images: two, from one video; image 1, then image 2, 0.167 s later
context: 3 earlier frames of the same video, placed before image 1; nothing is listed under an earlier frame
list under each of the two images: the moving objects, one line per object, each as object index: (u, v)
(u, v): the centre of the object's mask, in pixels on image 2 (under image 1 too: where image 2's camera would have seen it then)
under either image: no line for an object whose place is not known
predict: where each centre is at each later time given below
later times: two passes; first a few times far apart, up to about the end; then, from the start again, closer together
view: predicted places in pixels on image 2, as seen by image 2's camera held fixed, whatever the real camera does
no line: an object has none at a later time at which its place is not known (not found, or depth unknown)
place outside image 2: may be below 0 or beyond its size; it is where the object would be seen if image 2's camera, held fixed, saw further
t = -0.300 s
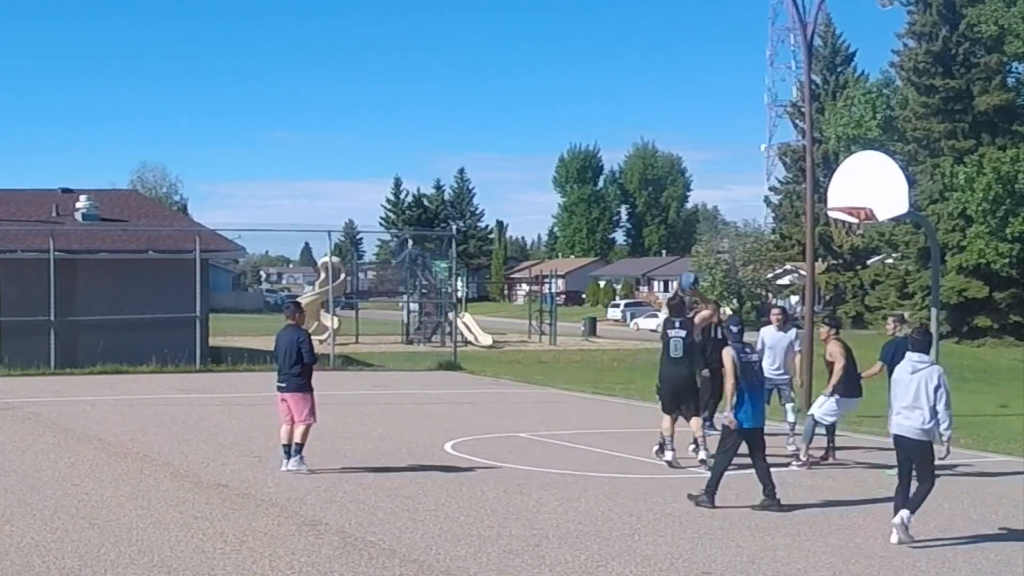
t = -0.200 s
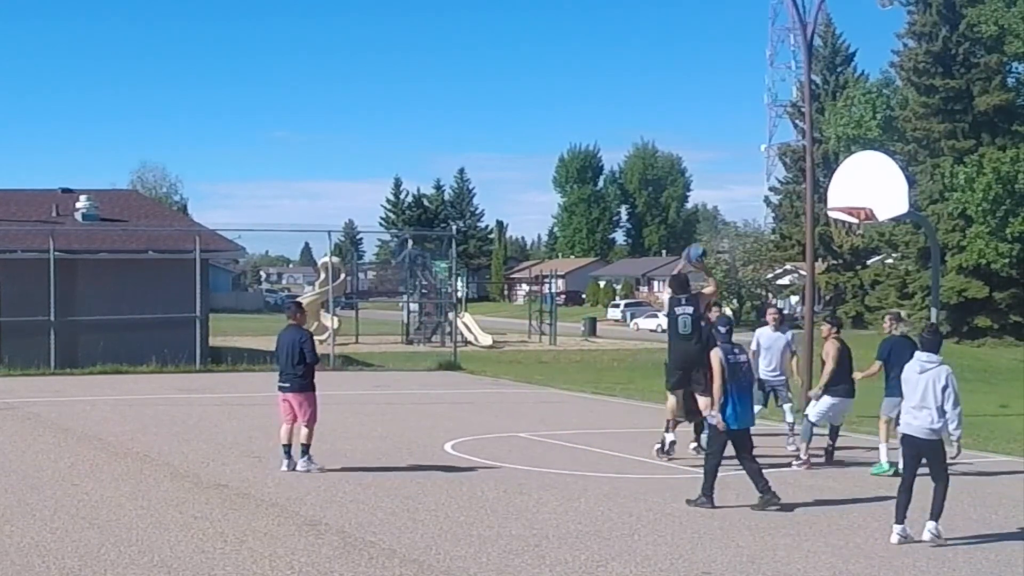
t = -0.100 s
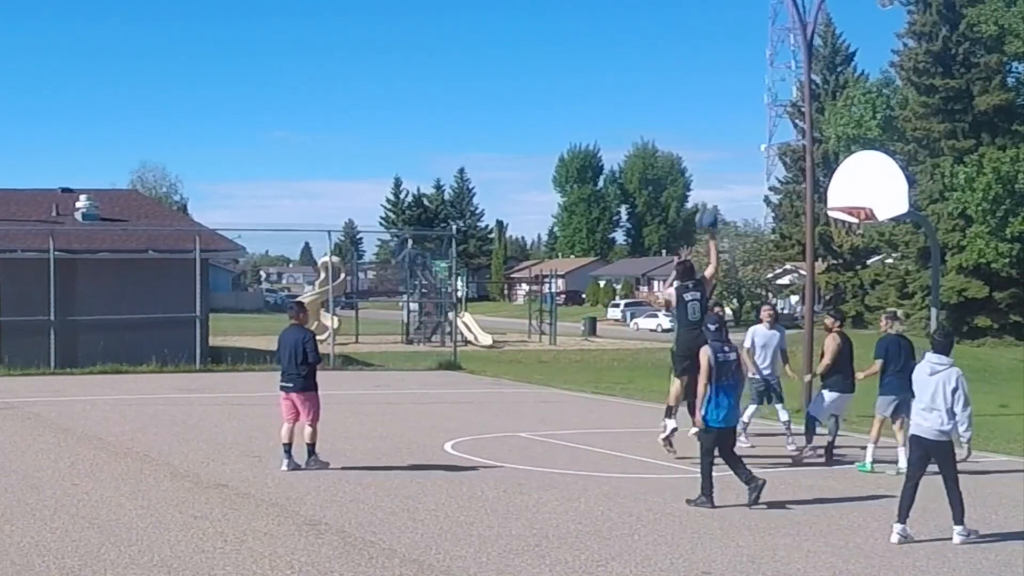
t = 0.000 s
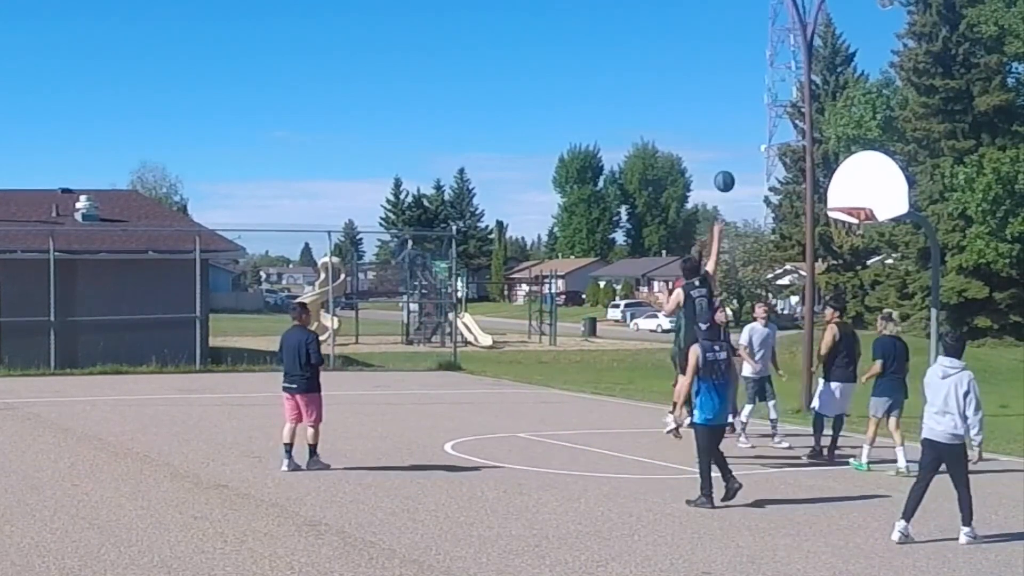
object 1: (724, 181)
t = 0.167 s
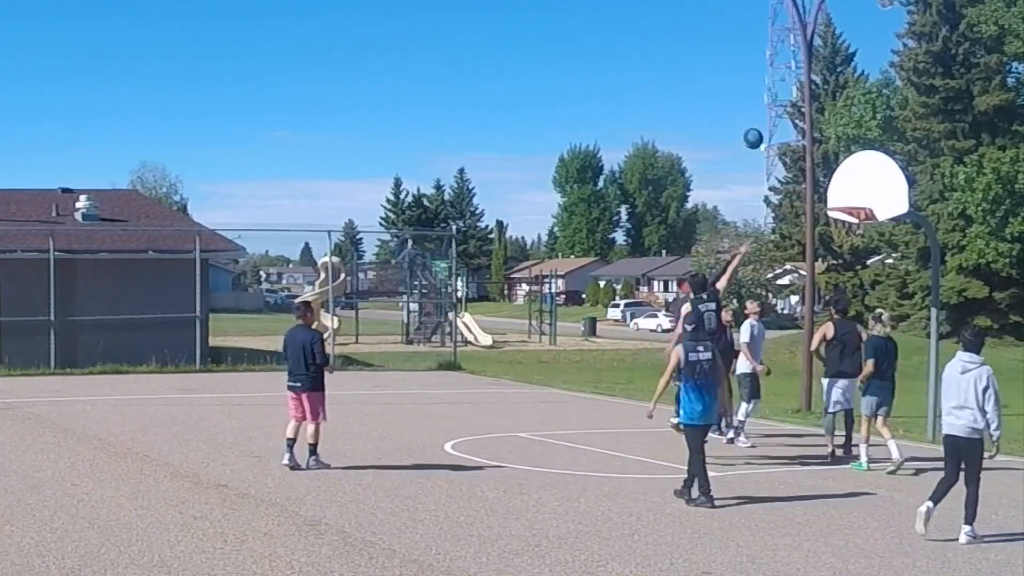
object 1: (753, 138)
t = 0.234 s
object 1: (764, 130)
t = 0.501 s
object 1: (806, 131)
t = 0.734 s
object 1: (842, 179)
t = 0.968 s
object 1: (882, 184)
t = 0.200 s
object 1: (759, 134)
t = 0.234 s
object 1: (764, 130)
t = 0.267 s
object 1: (770, 126)
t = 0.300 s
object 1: (775, 125)
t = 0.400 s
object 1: (791, 123)
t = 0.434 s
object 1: (796, 124)
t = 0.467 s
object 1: (801, 127)
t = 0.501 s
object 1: (806, 131)
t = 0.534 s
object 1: (812, 135)
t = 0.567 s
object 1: (818, 140)
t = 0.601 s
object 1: (822, 146)
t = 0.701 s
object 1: (836, 170)
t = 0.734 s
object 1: (842, 179)
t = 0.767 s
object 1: (847, 189)
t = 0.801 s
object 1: (852, 200)
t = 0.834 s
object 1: (857, 198)
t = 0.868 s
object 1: (863, 193)
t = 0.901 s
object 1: (869, 189)
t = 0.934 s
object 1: (876, 186)
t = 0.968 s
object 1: (882, 184)
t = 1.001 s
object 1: (889, 183)
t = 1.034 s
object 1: (896, 182)
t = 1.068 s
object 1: (903, 183)
